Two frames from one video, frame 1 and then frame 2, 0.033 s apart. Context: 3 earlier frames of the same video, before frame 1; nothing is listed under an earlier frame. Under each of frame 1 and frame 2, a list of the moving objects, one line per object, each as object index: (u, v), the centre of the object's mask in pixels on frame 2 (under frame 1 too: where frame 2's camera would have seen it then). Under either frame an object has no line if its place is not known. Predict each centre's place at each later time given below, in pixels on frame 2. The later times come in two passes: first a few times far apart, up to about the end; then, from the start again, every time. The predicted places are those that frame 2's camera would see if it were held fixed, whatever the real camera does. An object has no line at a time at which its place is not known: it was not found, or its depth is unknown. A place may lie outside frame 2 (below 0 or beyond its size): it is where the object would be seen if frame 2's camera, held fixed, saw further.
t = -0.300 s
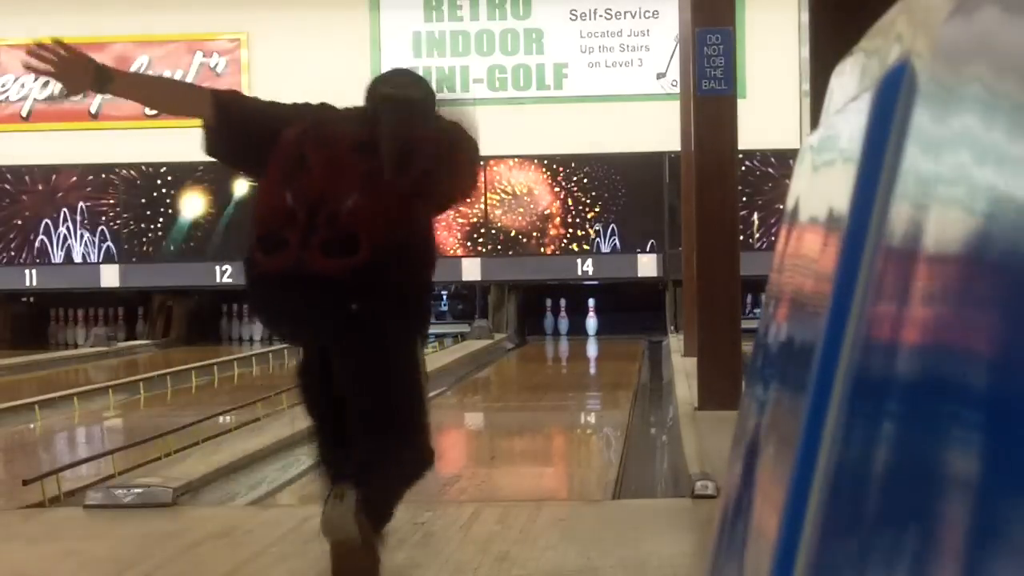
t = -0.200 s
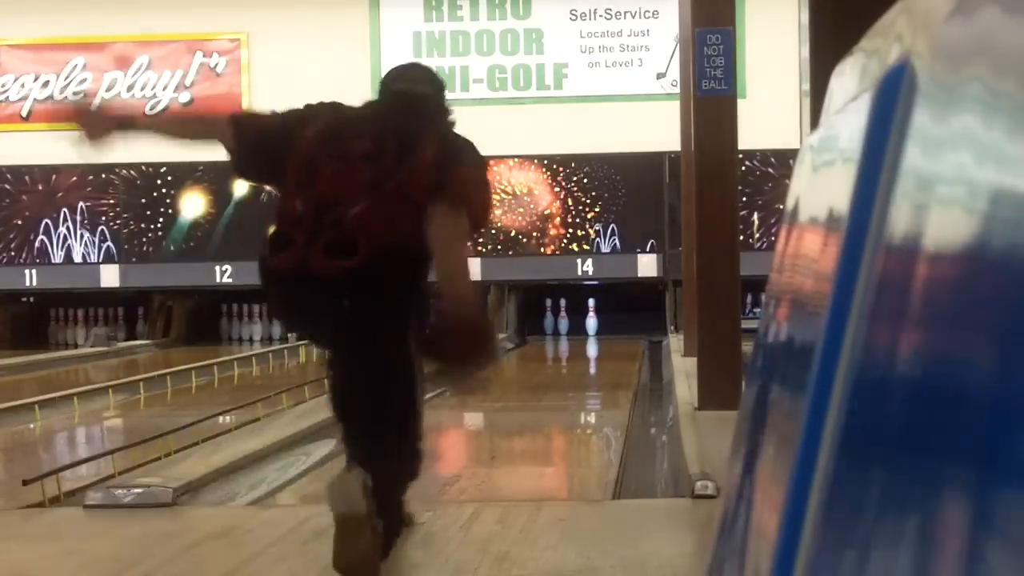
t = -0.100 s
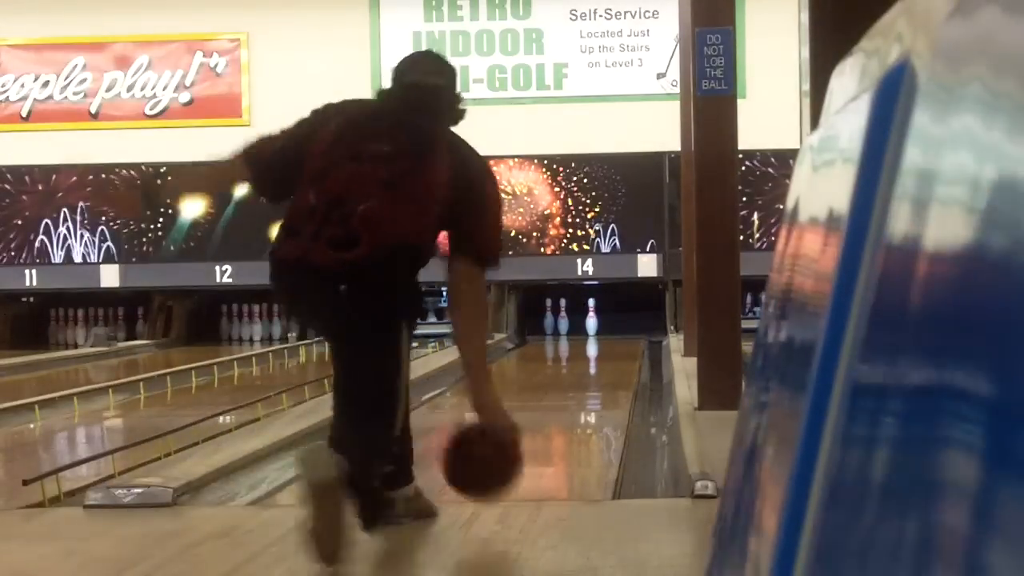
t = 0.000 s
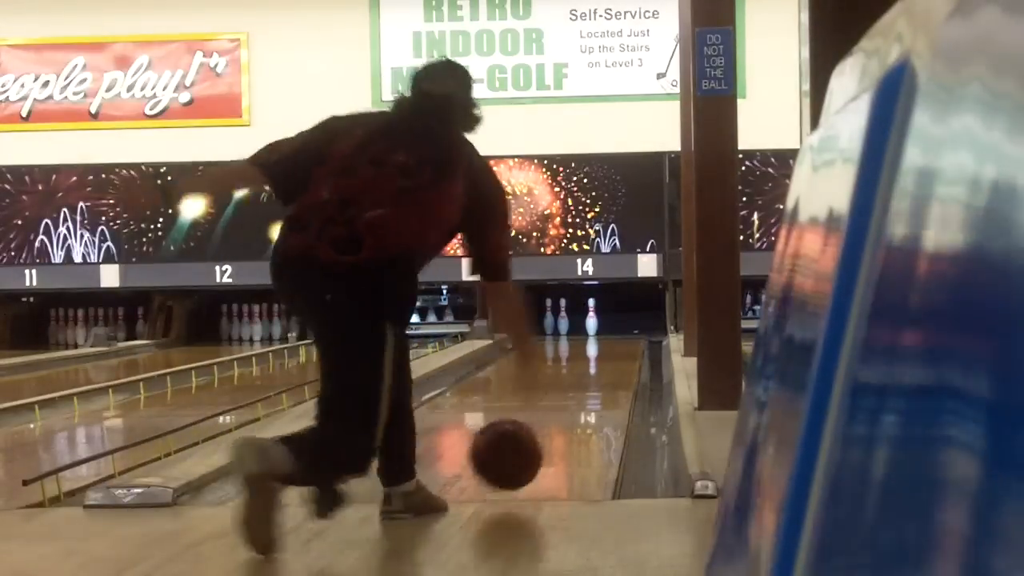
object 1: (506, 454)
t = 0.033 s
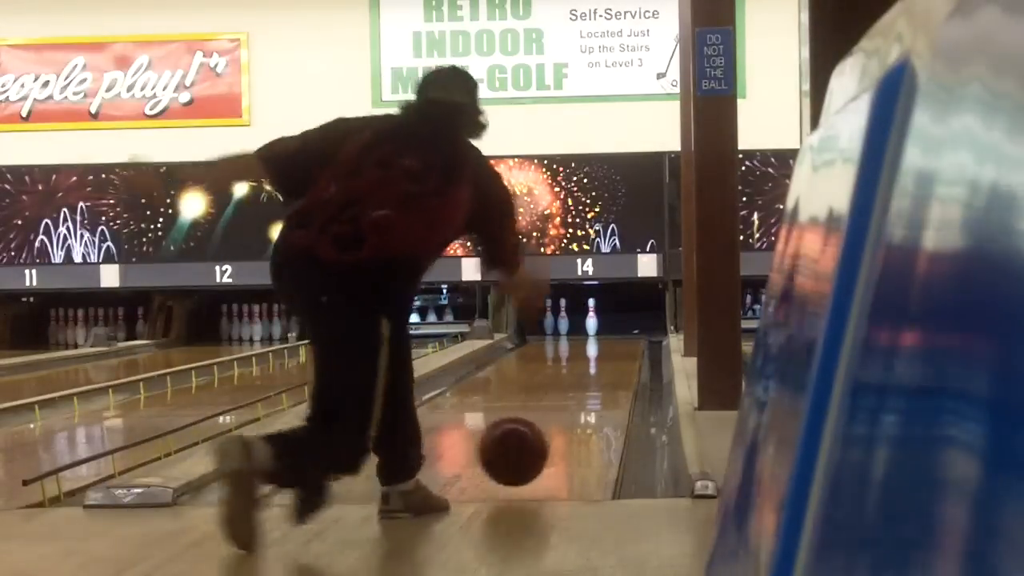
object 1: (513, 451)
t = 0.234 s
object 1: (544, 427)
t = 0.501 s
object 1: (571, 395)
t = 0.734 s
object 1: (585, 378)
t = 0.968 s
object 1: (595, 365)
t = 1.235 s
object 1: (602, 353)
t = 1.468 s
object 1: (607, 343)
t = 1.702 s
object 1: (609, 337)
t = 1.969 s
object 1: (610, 331)
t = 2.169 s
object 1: (608, 328)
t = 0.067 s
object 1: (519, 451)
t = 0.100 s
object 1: (525, 448)
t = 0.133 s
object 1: (531, 442)
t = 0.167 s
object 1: (535, 437)
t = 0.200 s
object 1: (540, 432)
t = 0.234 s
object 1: (544, 427)
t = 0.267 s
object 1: (548, 422)
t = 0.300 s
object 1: (552, 418)
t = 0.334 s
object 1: (556, 413)
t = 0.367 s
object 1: (559, 409)
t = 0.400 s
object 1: (562, 405)
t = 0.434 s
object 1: (565, 402)
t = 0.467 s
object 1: (568, 398)
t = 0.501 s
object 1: (571, 395)
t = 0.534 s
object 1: (573, 392)
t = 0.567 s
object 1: (575, 389)
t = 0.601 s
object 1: (577, 387)
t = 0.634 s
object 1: (579, 385)
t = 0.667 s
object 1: (581, 382)
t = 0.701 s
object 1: (583, 380)
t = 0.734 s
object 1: (585, 378)
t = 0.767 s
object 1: (587, 376)
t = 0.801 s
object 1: (588, 373)
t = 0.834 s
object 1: (590, 371)
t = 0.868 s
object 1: (591, 369)
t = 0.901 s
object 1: (591, 368)
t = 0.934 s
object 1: (594, 366)
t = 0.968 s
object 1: (595, 365)
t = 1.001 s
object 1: (596, 363)
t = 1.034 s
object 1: (597, 361)
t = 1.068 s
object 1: (598, 360)
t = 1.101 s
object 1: (599, 358)
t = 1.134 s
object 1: (600, 357)
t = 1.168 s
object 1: (600, 356)
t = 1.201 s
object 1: (601, 354)
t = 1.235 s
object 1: (602, 353)
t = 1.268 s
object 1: (604, 350)
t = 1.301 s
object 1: (605, 349)
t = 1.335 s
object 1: (605, 347)
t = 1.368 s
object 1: (606, 346)
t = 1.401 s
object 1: (606, 345)
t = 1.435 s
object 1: (607, 344)
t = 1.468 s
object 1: (607, 343)
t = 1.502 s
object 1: (608, 342)
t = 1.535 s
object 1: (608, 341)
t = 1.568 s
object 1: (608, 340)
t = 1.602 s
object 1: (608, 339)
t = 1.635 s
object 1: (609, 338)
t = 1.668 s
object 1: (609, 338)
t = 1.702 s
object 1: (609, 337)
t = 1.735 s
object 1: (610, 336)
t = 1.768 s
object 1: (610, 335)
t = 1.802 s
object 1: (610, 334)
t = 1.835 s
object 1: (610, 334)
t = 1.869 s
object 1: (610, 333)
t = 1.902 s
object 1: (610, 332)
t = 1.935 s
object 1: (610, 331)
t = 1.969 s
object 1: (610, 331)
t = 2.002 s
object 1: (610, 330)
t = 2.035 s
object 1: (610, 329)
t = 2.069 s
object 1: (610, 329)
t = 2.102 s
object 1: (609, 328)
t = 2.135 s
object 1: (608, 328)
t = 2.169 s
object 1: (608, 328)
